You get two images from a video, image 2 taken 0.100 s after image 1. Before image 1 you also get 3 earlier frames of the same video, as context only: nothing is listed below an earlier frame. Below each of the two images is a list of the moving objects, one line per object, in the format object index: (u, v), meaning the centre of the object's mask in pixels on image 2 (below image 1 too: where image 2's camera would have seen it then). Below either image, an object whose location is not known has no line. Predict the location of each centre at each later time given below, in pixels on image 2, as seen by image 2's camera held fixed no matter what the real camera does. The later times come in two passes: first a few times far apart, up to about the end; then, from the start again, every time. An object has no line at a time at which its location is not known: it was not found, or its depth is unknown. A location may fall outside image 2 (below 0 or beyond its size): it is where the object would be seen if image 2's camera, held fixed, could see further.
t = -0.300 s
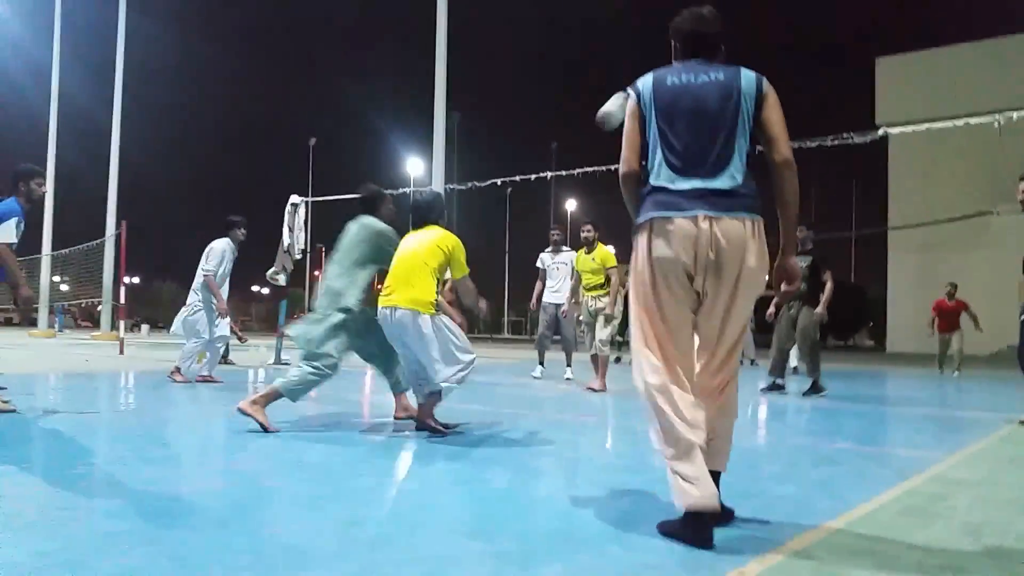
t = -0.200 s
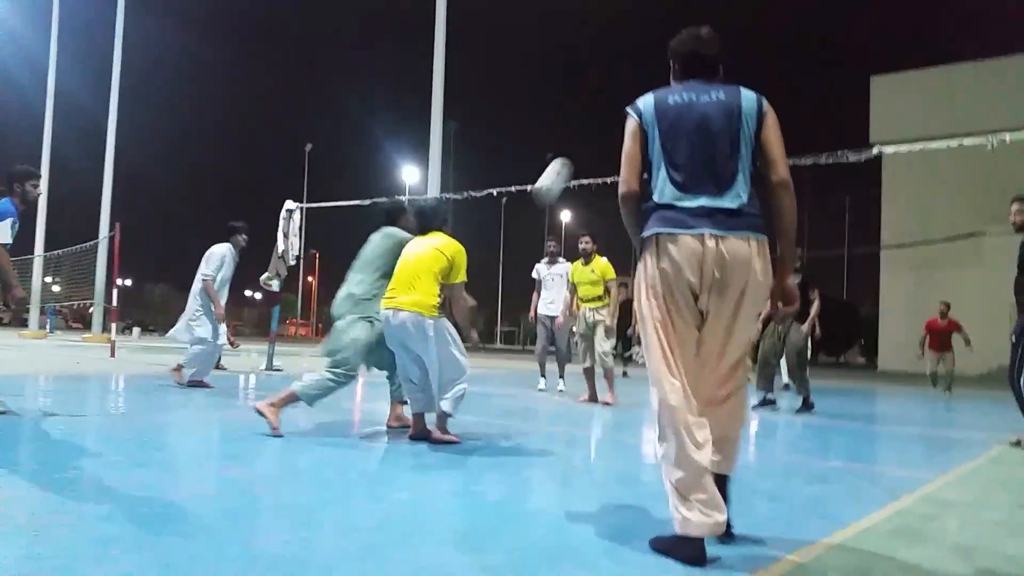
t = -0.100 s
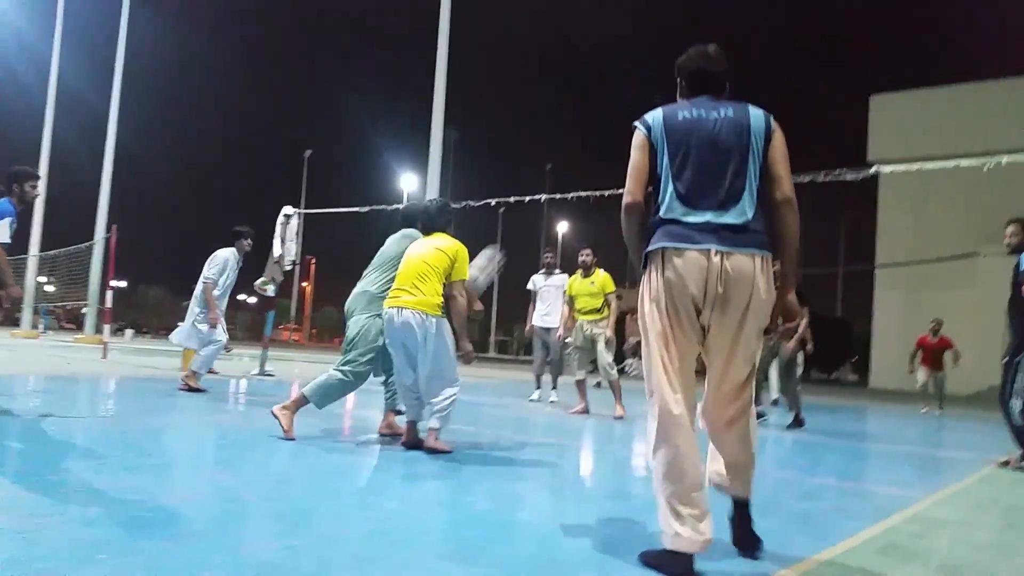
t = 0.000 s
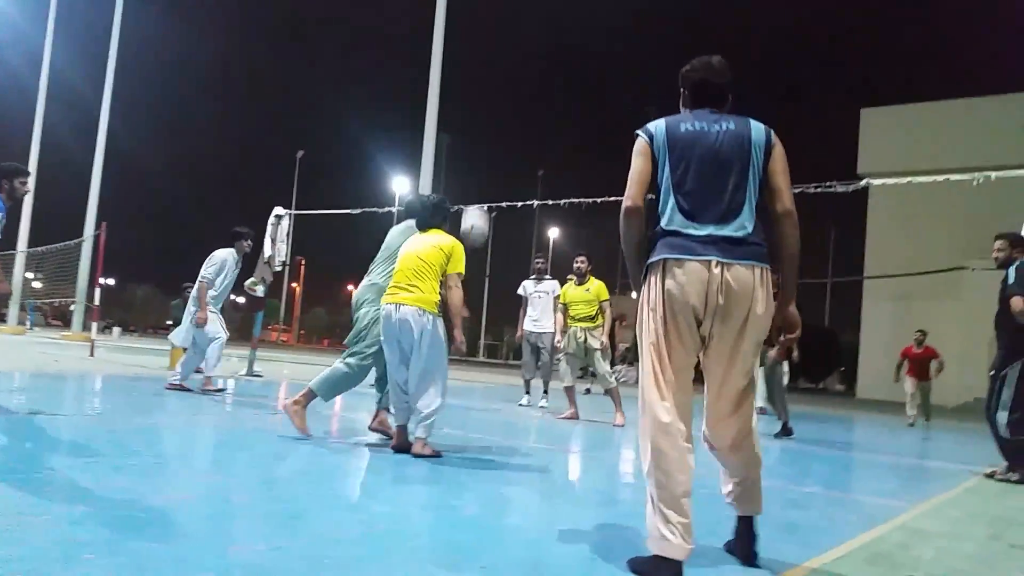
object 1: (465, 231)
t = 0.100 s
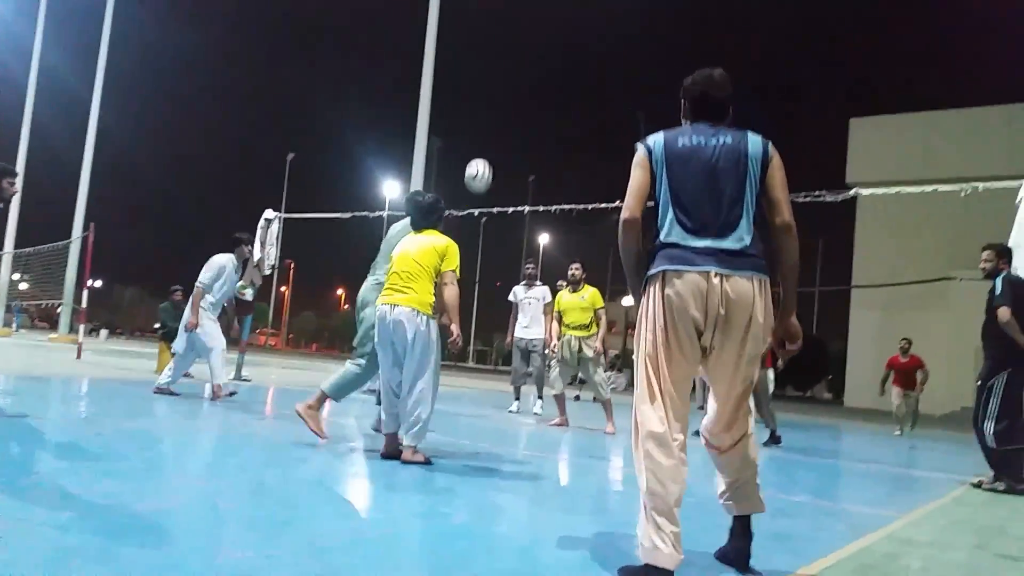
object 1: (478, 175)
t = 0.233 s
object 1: (493, 126)
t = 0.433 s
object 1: (506, 95)
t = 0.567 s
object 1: (513, 101)
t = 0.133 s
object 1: (482, 161)
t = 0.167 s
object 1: (485, 148)
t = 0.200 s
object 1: (489, 137)
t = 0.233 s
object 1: (493, 126)
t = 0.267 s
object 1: (496, 118)
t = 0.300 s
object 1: (498, 111)
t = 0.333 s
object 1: (500, 105)
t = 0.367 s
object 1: (502, 100)
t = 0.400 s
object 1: (504, 97)
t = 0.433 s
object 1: (506, 95)
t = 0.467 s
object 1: (508, 95)
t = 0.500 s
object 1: (509, 96)
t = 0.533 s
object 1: (512, 98)
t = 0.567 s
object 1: (513, 101)
